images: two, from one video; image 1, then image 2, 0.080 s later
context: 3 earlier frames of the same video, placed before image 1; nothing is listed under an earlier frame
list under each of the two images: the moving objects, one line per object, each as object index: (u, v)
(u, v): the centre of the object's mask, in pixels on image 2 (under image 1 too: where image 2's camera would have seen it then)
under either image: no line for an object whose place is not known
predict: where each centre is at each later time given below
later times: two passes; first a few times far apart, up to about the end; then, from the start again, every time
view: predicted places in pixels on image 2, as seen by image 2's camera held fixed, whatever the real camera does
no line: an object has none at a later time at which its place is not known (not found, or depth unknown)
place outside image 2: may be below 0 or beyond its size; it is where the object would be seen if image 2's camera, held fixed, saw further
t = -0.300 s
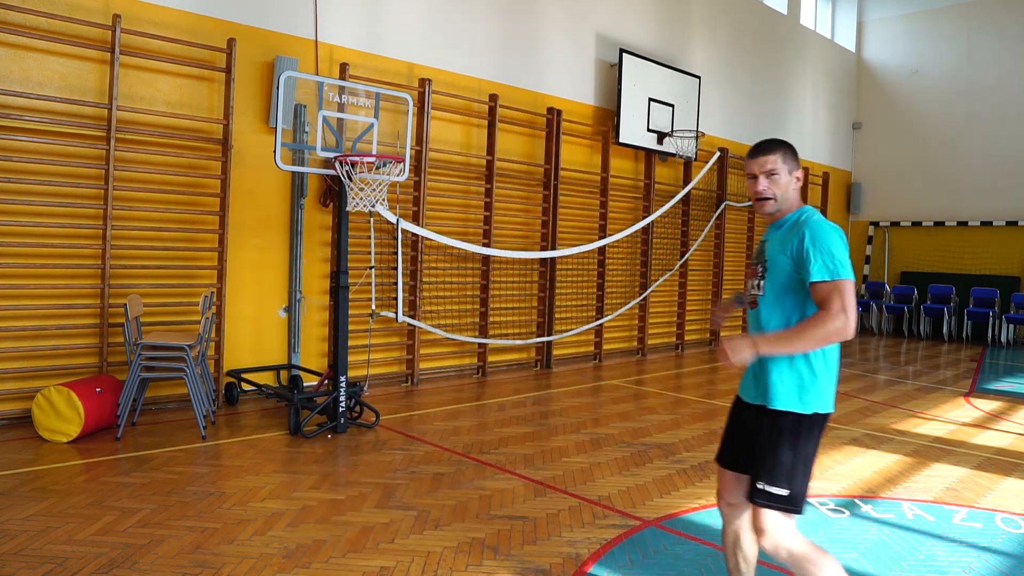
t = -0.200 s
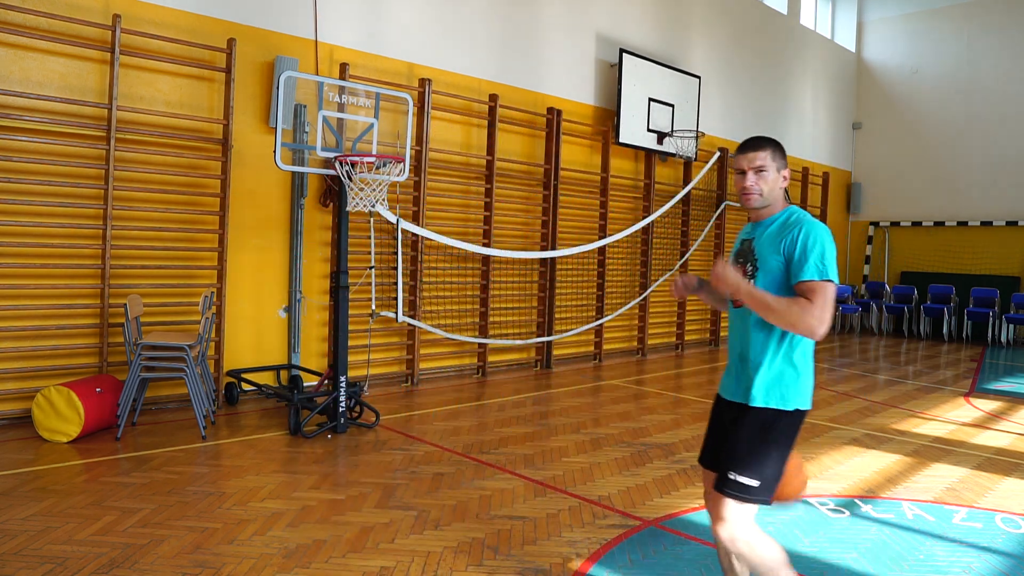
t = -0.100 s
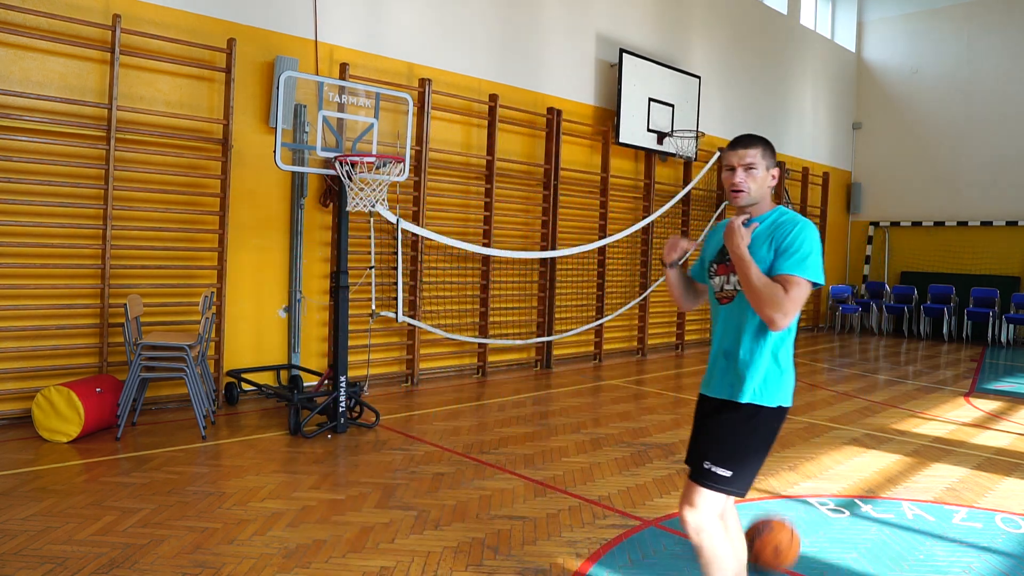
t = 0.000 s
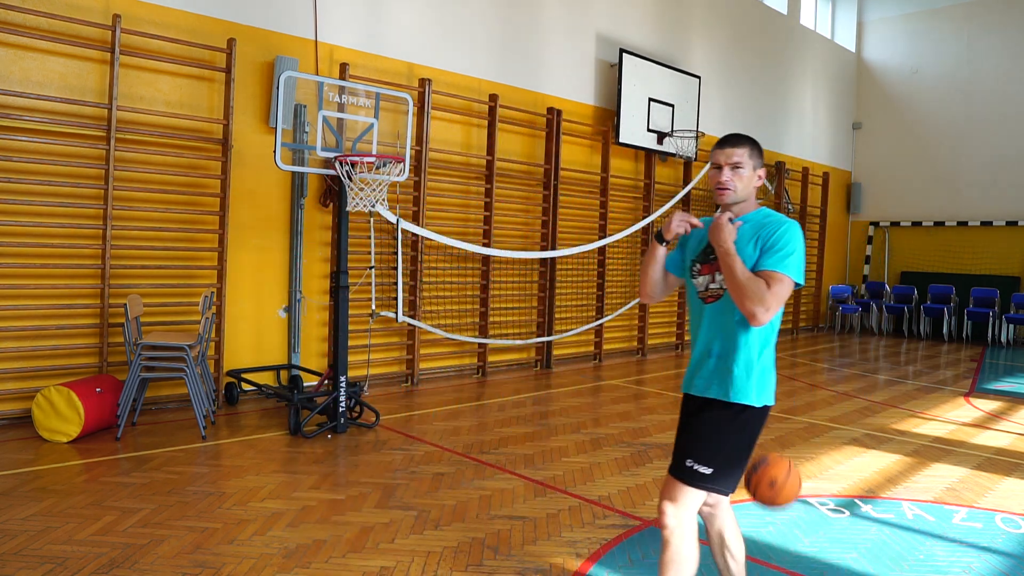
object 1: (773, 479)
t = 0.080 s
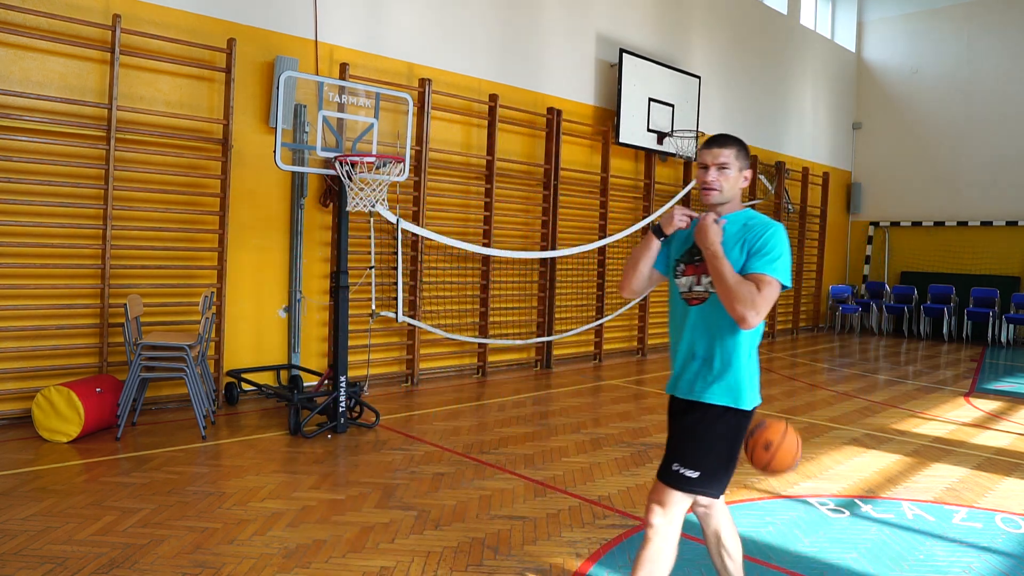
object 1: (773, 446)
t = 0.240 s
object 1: (770, 419)
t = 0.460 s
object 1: (759, 471)
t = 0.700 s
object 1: (749, 499)
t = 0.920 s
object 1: (745, 468)
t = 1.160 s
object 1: (732, 551)
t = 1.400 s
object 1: (729, 495)
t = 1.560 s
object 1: (723, 525)
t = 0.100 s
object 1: (773, 440)
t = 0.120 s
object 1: (772, 434)
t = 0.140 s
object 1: (772, 429)
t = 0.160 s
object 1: (772, 425)
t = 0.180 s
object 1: (771, 422)
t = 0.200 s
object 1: (771, 420)
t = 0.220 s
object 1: (770, 419)
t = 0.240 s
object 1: (770, 419)
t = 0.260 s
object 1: (769, 419)
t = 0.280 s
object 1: (768, 420)
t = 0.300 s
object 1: (768, 422)
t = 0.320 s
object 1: (767, 425)
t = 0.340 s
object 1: (766, 429)
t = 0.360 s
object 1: (765, 434)
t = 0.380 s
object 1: (763, 439)
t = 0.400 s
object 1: (762, 445)
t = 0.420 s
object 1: (761, 453)
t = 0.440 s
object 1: (760, 461)
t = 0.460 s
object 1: (759, 471)
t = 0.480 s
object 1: (758, 480)
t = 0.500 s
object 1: (756, 493)
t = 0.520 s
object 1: (754, 505)
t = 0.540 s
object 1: (753, 520)
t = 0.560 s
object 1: (752, 535)
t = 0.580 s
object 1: (749, 549)
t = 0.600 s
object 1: (749, 550)
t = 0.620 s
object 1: (749, 539)
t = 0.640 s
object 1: (749, 528)
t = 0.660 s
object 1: (749, 517)
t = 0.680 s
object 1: (749, 507)
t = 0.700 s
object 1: (749, 499)
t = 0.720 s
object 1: (749, 492)
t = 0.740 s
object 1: (749, 486)
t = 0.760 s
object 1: (748, 480)
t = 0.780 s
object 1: (748, 476)
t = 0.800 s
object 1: (748, 472)
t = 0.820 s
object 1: (747, 469)
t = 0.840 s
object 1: (747, 468)
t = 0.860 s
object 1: (746, 466)
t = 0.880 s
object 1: (746, 466)
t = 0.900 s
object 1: (745, 467)
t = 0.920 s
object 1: (745, 468)
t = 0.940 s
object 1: (744, 470)
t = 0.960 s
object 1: (743, 473)
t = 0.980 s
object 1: (742, 477)
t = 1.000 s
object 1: (741, 482)
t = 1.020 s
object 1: (740, 488)
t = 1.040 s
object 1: (739, 494)
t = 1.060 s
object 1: (738, 502)
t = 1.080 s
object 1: (737, 512)
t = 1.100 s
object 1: (736, 523)
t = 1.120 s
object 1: (734, 534)
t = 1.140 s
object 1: (733, 545)
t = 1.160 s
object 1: (732, 551)
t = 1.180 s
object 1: (732, 546)
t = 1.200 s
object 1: (732, 537)
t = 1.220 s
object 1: (732, 529)
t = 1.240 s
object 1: (732, 521)
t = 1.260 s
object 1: (731, 515)
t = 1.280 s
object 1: (731, 509)
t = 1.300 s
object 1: (731, 504)
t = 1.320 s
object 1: (730, 501)
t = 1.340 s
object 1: (730, 498)
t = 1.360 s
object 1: (730, 496)
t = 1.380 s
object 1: (729, 495)
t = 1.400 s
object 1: (729, 495)
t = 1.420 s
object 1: (728, 495)
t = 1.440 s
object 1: (727, 497)
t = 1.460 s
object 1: (727, 499)
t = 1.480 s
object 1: (726, 502)
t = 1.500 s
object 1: (725, 506)
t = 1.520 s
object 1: (725, 511)
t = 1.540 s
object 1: (724, 518)
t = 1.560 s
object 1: (723, 525)
